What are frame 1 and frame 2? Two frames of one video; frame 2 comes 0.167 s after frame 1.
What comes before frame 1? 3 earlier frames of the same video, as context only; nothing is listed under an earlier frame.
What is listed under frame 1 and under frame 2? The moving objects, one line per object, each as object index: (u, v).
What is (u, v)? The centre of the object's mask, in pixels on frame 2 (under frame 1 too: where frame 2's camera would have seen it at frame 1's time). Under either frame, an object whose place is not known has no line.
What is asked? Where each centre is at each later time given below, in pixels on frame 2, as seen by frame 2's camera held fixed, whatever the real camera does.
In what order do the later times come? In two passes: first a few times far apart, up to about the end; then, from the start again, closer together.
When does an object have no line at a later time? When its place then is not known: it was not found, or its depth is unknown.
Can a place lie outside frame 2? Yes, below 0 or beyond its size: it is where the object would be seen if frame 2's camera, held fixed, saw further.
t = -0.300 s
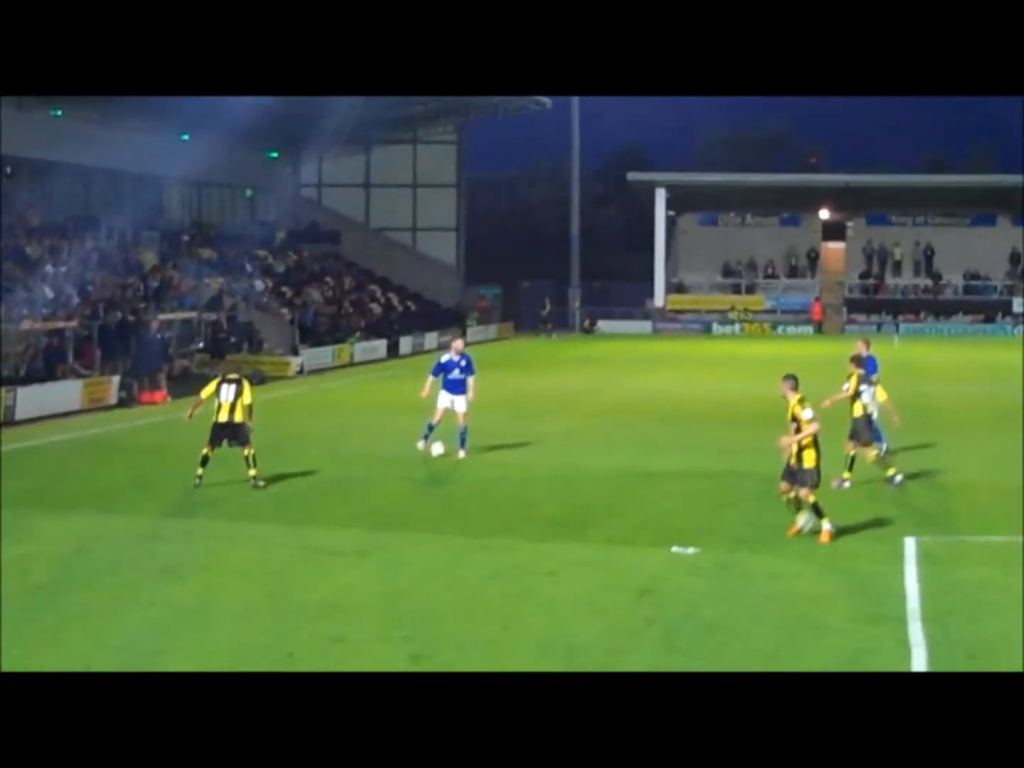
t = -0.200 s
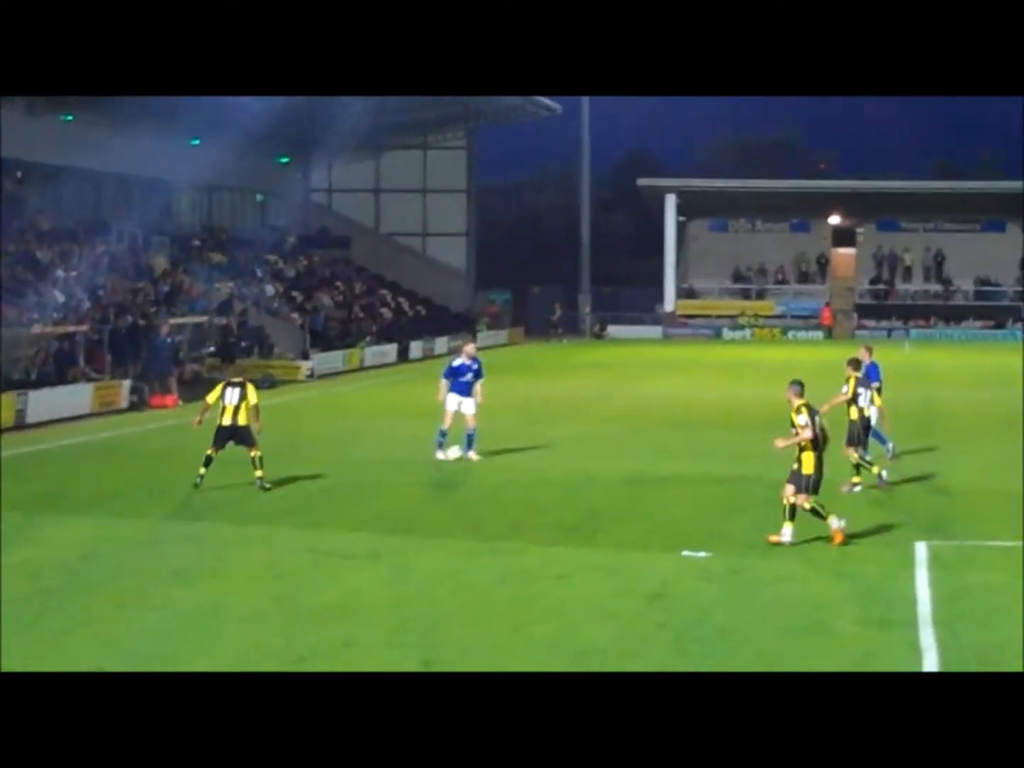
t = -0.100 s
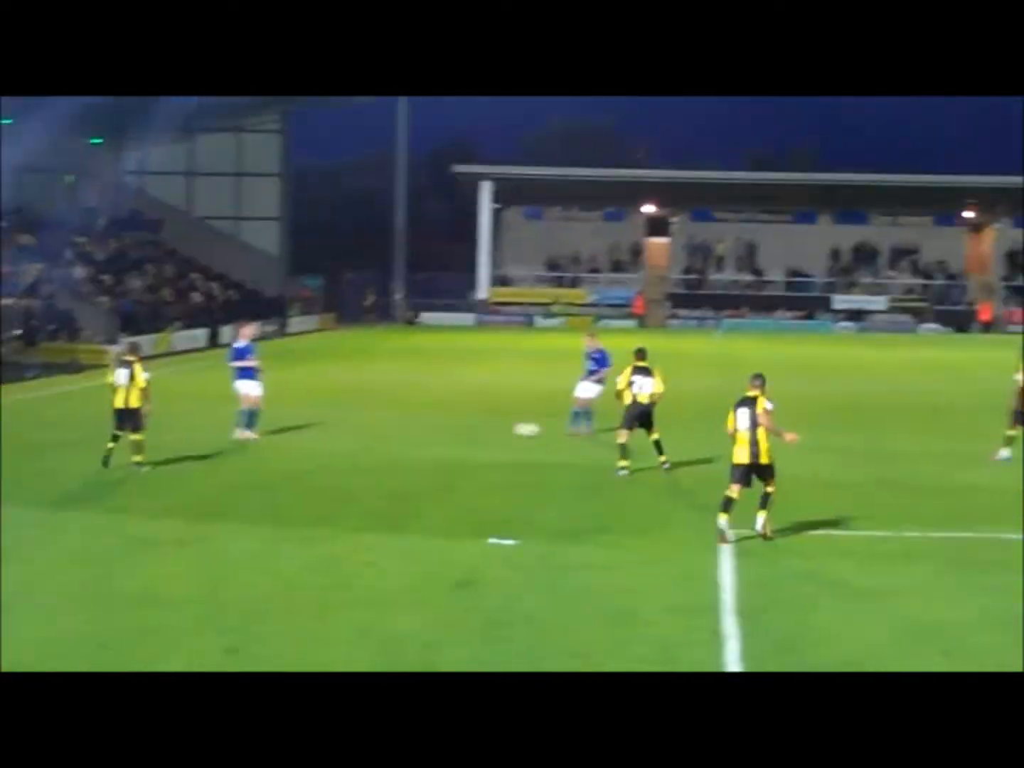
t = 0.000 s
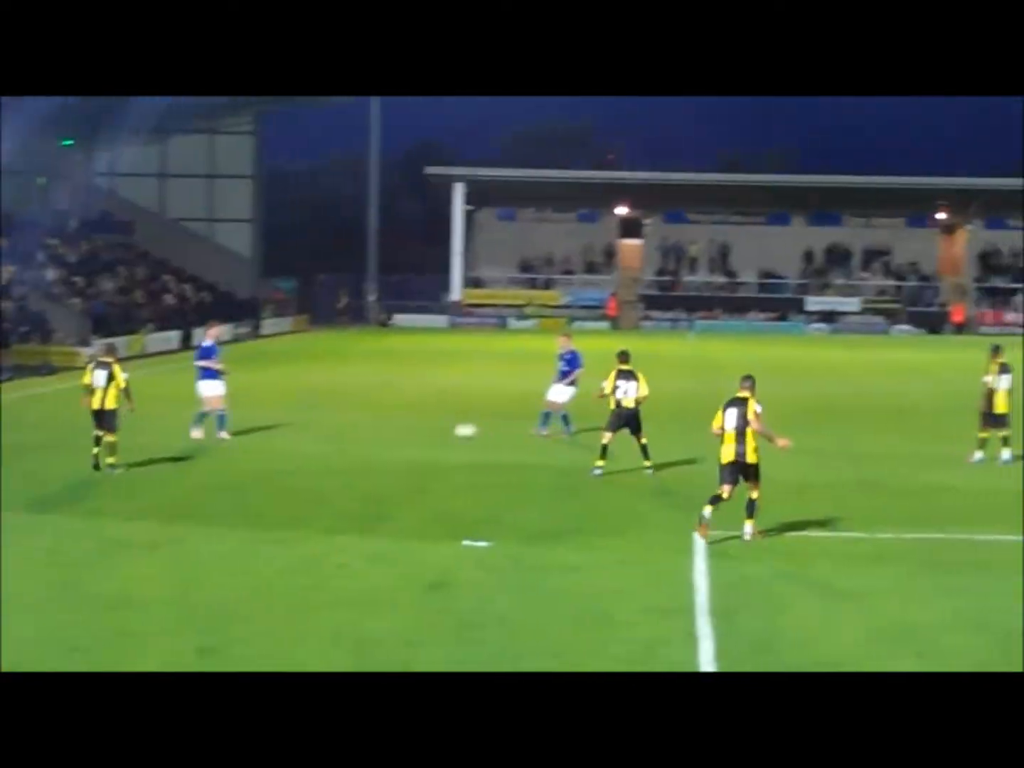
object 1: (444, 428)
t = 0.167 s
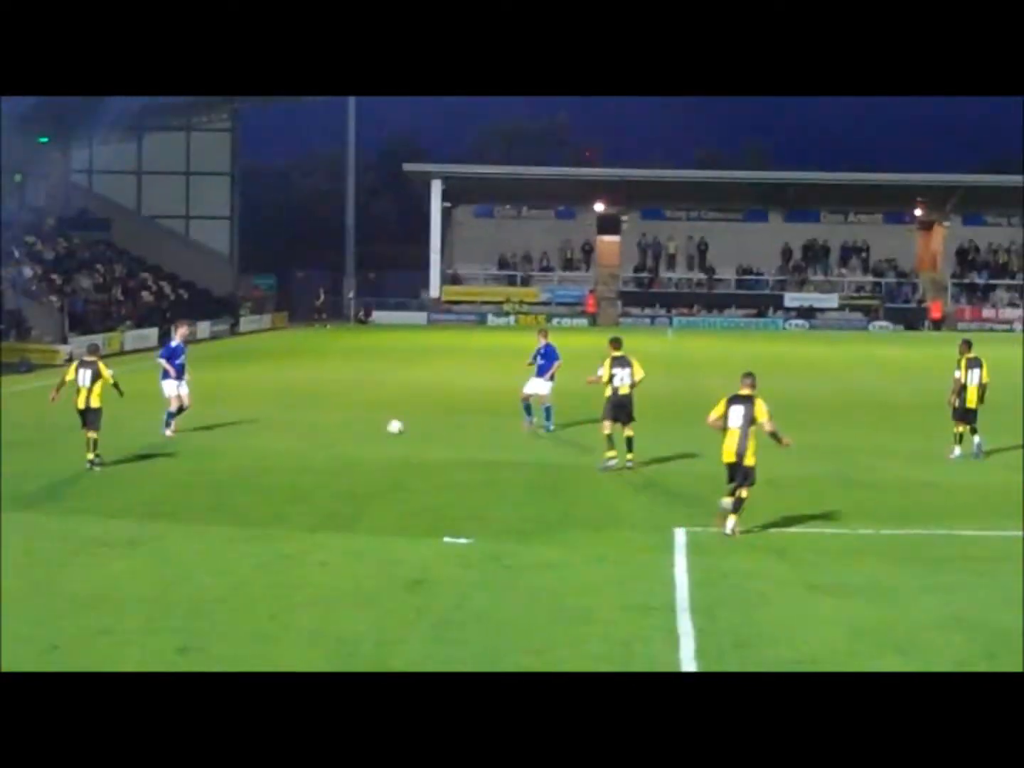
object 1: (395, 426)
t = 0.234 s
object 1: (377, 426)
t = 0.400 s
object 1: (339, 430)
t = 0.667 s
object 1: (291, 424)
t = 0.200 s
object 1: (386, 426)
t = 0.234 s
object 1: (377, 426)
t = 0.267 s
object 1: (369, 425)
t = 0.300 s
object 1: (362, 426)
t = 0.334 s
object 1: (355, 425)
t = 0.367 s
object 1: (349, 425)
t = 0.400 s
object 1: (339, 430)
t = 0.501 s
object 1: (323, 425)
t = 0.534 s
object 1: (316, 425)
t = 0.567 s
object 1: (310, 424)
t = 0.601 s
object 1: (304, 424)
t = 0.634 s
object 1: (298, 423)
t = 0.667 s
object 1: (291, 424)
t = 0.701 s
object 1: (285, 424)
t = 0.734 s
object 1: (281, 424)
